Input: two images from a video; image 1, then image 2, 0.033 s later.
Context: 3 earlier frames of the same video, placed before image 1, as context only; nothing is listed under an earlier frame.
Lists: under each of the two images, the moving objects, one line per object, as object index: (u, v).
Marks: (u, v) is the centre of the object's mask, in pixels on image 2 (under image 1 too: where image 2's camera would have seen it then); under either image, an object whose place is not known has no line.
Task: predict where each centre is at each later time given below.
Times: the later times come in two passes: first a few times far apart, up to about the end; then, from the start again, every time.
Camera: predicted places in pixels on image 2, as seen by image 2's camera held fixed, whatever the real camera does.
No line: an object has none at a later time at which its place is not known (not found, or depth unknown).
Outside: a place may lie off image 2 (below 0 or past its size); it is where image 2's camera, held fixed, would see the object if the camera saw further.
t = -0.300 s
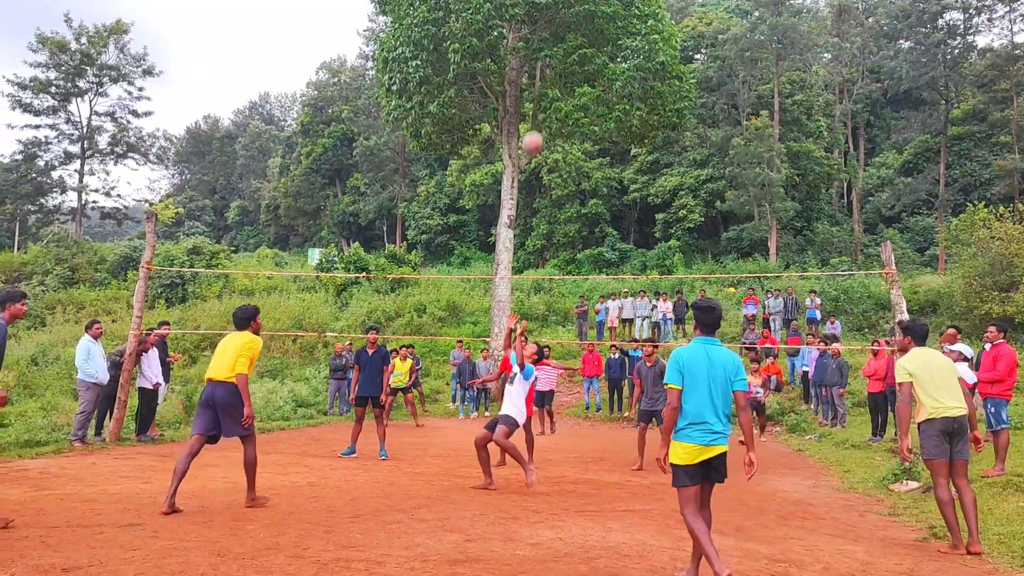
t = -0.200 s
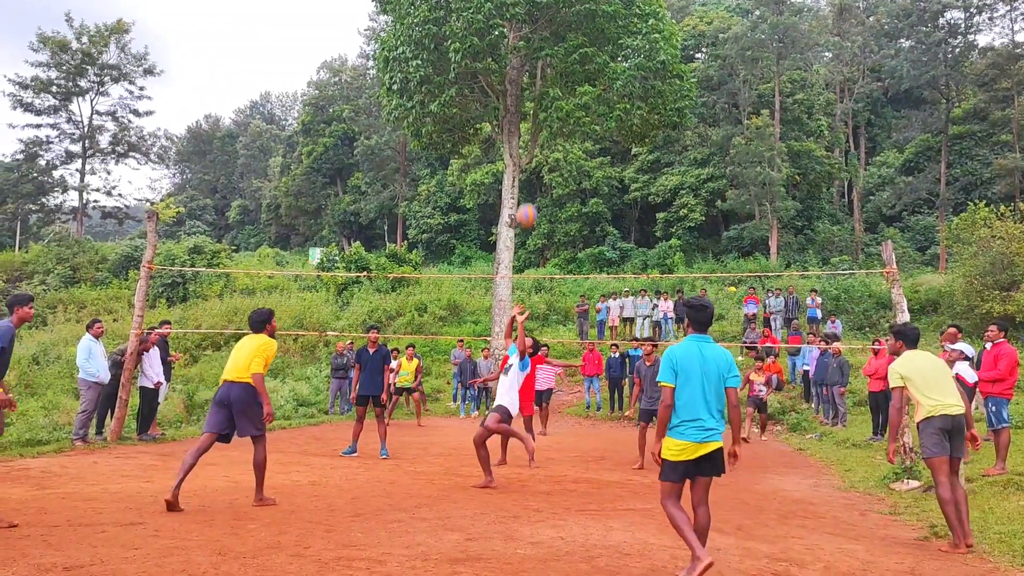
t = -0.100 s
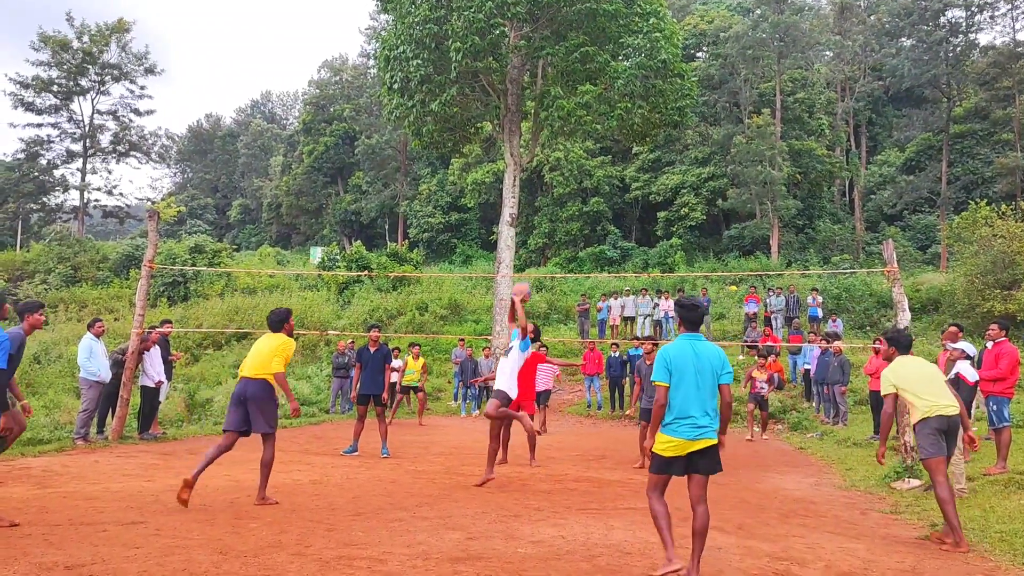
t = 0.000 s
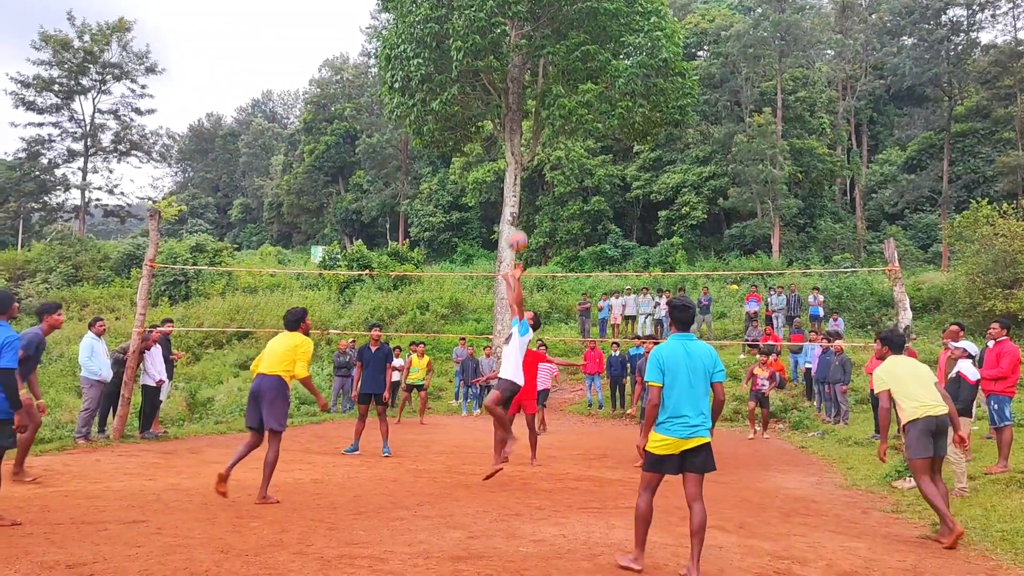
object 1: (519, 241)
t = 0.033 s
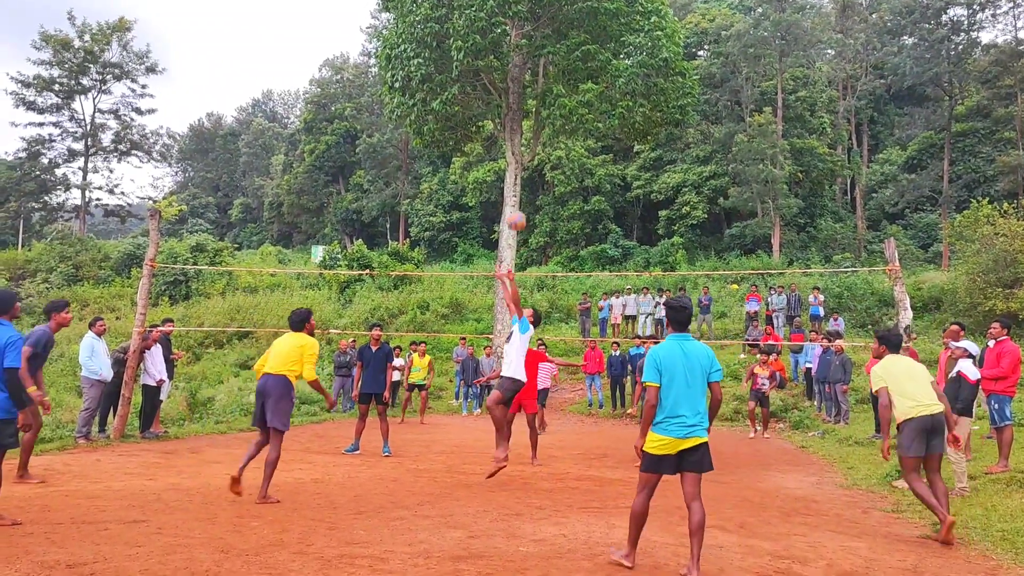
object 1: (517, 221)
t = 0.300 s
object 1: (500, 102)
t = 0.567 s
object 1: (484, 50)
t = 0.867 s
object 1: (464, 66)
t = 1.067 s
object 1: (450, 122)
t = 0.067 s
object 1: (514, 203)
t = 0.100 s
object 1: (512, 186)
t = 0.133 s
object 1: (510, 169)
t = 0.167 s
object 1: (508, 153)
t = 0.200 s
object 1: (506, 139)
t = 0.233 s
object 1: (504, 126)
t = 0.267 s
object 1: (502, 113)
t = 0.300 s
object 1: (500, 102)
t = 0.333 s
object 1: (498, 92)
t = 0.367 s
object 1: (496, 83)
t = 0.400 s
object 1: (494, 75)
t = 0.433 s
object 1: (492, 67)
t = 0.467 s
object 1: (490, 61)
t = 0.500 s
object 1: (488, 56)
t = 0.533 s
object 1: (486, 53)
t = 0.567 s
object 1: (484, 50)
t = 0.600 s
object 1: (482, 48)
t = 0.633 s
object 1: (480, 47)
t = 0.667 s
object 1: (478, 46)
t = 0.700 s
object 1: (475, 47)
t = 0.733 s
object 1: (473, 49)
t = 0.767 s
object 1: (471, 52)
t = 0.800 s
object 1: (468, 56)
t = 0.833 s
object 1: (466, 61)
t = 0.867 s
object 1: (464, 66)
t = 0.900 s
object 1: (462, 73)
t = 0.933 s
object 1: (460, 81)
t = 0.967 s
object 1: (457, 90)
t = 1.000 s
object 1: (455, 99)
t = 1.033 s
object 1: (453, 110)
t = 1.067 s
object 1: (450, 122)
